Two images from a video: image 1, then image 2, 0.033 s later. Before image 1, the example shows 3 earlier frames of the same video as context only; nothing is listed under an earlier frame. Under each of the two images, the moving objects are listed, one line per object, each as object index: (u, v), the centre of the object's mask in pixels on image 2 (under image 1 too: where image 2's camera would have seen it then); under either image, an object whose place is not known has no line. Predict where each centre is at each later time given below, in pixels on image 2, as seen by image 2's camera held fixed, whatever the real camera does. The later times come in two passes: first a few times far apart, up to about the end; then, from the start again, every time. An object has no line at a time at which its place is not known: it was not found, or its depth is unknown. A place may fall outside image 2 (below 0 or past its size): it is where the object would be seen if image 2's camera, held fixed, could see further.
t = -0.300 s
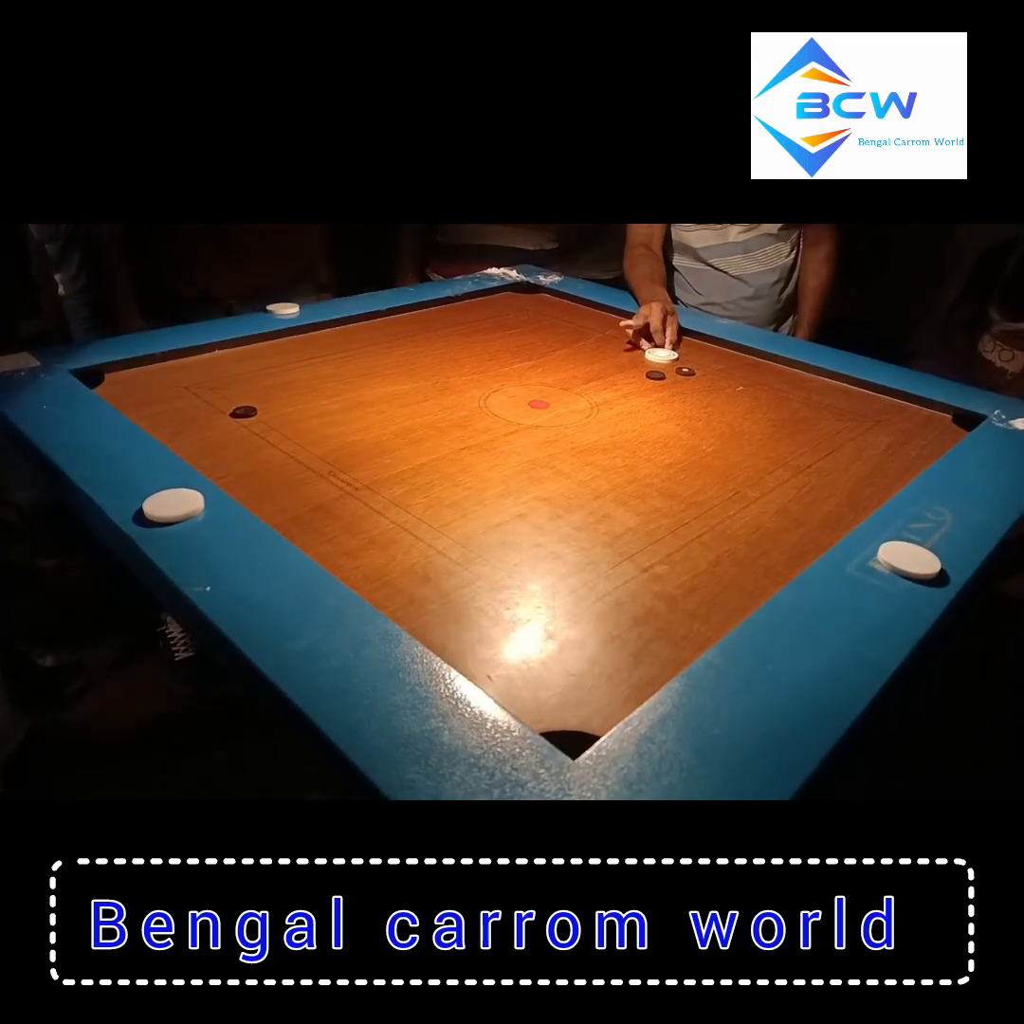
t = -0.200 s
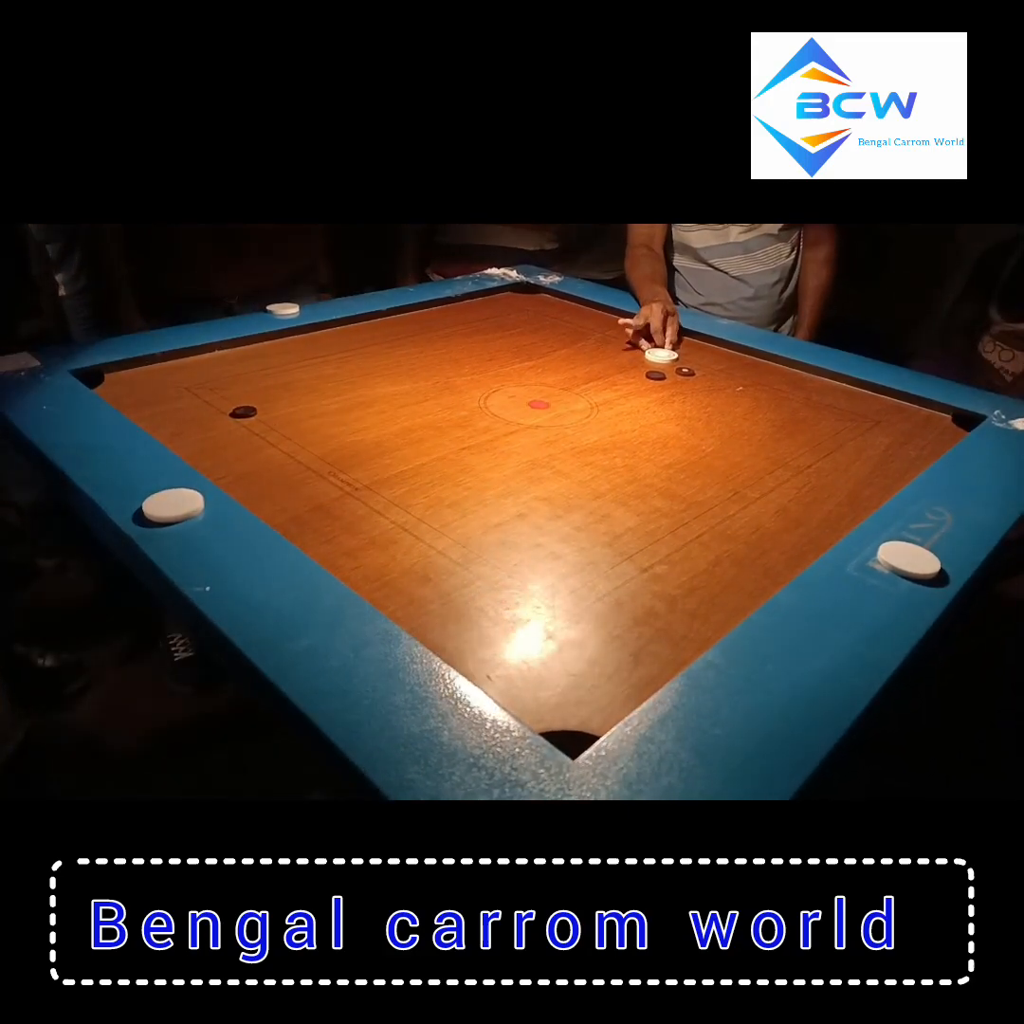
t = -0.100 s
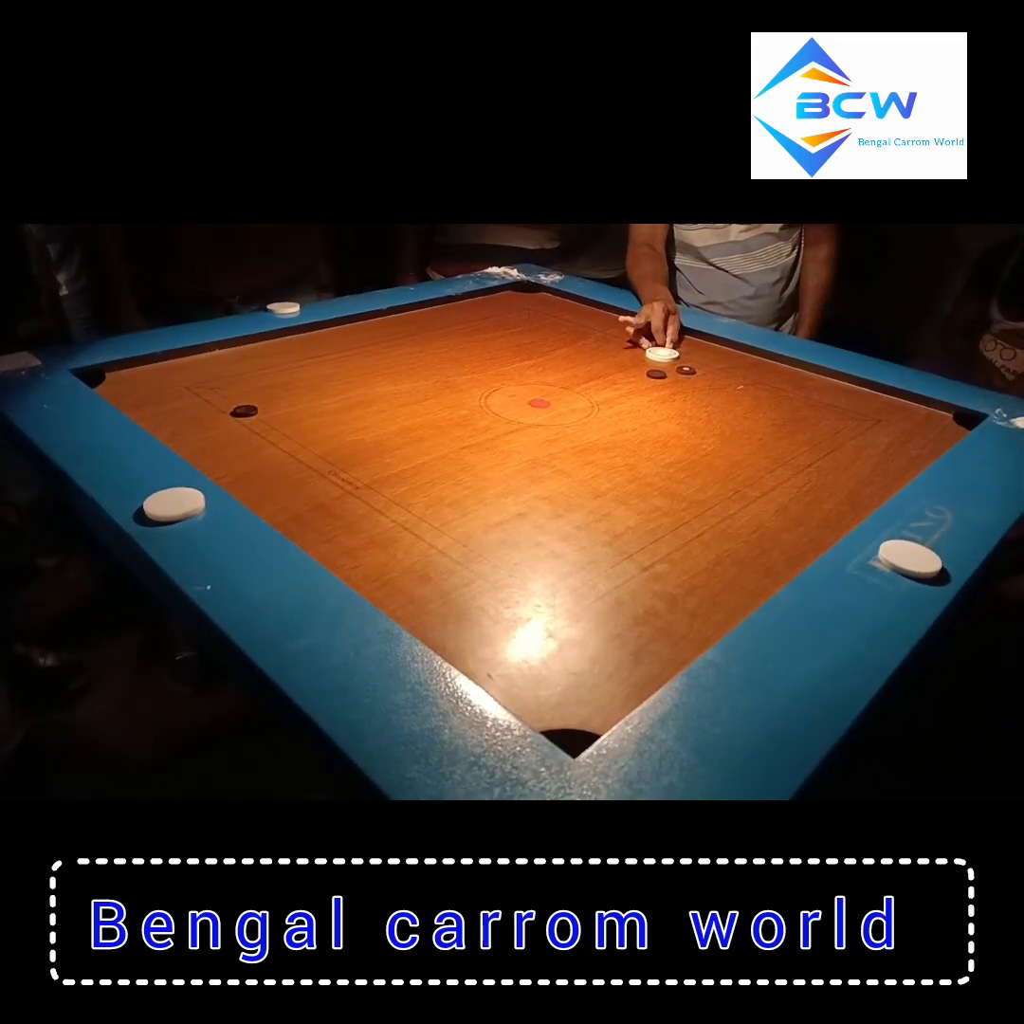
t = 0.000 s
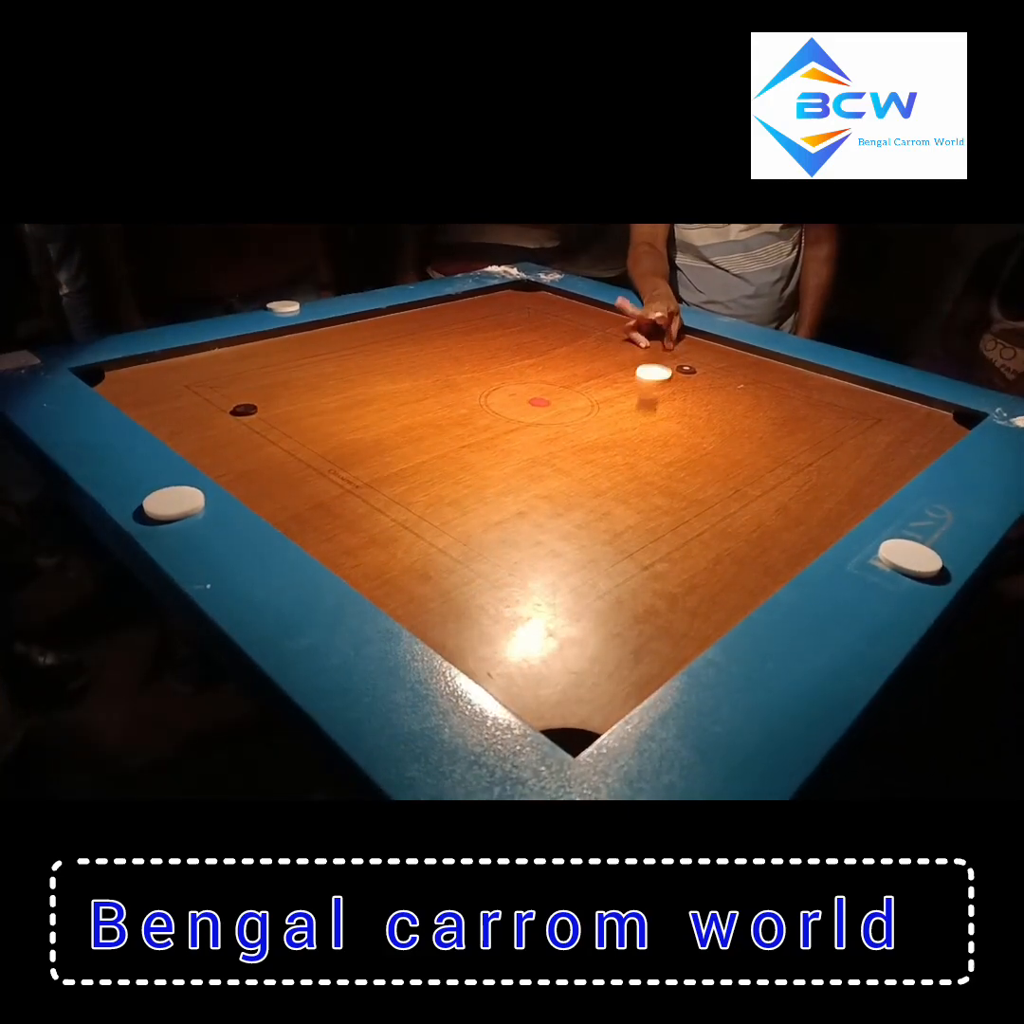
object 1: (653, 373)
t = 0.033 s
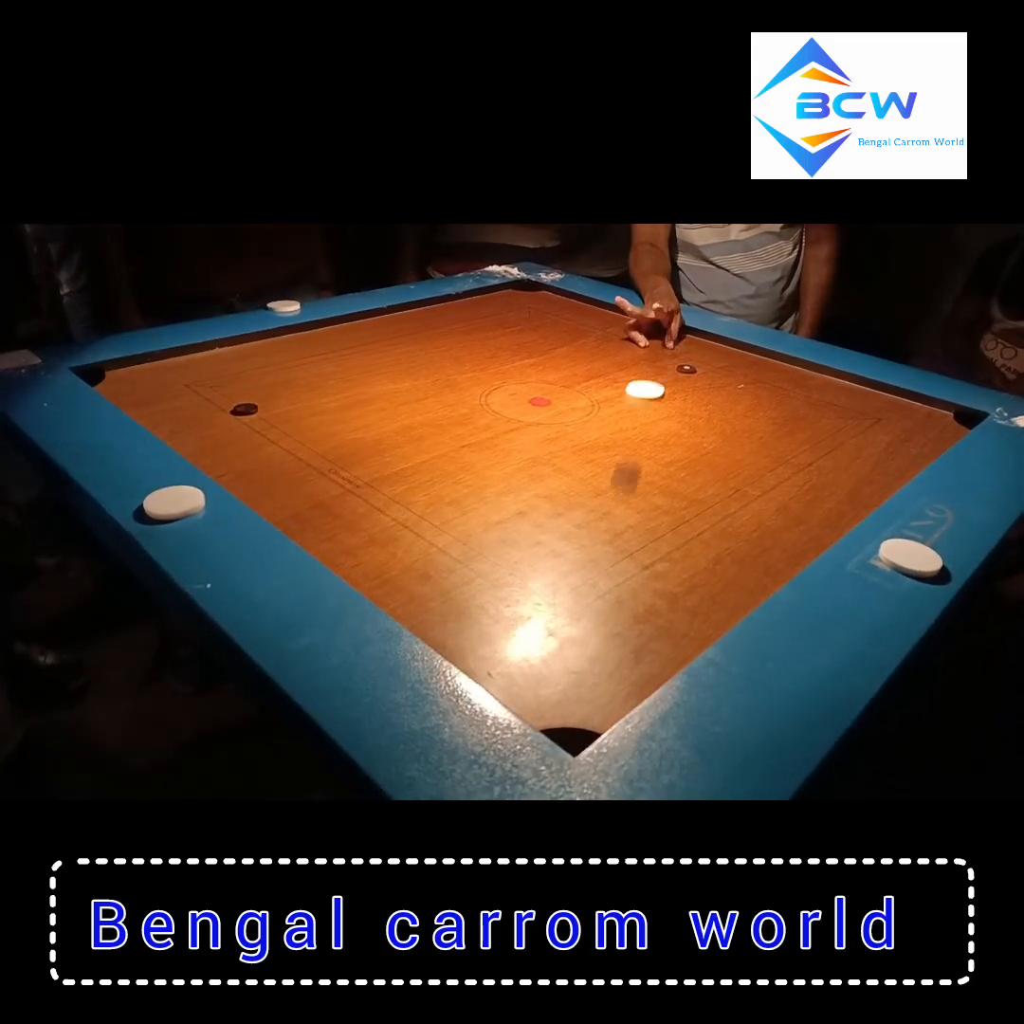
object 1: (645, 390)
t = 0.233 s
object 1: (553, 566)
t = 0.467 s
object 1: (732, 559)
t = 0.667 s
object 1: (779, 444)
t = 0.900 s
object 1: (811, 374)
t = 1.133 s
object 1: (723, 379)
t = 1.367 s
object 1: (674, 387)
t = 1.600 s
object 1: (671, 389)
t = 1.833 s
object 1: (669, 390)
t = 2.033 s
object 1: (669, 390)
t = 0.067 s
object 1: (634, 409)
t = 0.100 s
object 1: (622, 431)
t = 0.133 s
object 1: (609, 457)
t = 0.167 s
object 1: (594, 487)
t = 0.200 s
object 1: (575, 523)
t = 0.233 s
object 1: (553, 566)
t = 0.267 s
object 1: (529, 617)
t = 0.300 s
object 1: (512, 672)
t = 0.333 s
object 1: (579, 649)
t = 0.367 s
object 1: (642, 631)
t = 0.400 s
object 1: (700, 614)
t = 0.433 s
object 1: (721, 587)
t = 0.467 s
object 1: (732, 559)
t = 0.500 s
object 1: (742, 534)
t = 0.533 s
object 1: (751, 512)
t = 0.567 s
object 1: (759, 493)
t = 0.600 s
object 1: (766, 475)
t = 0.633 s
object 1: (773, 458)
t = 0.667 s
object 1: (779, 444)
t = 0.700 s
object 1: (783, 430)
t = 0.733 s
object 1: (788, 419)
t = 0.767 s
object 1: (793, 408)
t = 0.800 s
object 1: (799, 399)
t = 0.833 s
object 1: (803, 390)
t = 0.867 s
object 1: (807, 382)
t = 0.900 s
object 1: (811, 374)
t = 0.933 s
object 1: (806, 370)
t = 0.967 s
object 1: (790, 372)
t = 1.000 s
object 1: (775, 374)
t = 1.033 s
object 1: (761, 375)
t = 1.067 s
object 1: (747, 377)
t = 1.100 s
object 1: (734, 378)
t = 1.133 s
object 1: (723, 379)
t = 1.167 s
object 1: (712, 381)
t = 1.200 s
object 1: (702, 382)
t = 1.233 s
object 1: (693, 383)
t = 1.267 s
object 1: (686, 384)
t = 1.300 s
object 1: (681, 385)
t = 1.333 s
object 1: (677, 386)
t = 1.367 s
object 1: (674, 387)
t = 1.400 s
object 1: (672, 387)
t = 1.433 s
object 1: (672, 388)
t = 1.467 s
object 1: (672, 388)
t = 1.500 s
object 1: (671, 388)
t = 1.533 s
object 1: (670, 389)
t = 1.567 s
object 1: (671, 389)
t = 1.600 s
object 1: (671, 389)
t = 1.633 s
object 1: (671, 389)
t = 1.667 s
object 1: (671, 389)
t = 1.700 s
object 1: (670, 390)
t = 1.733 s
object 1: (670, 390)
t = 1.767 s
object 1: (670, 390)
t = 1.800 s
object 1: (669, 390)
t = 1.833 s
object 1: (669, 390)
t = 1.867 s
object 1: (669, 390)
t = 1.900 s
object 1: (669, 390)
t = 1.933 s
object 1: (669, 390)
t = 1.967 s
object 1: (669, 390)
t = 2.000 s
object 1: (669, 390)
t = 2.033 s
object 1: (669, 390)
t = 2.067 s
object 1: (669, 390)
